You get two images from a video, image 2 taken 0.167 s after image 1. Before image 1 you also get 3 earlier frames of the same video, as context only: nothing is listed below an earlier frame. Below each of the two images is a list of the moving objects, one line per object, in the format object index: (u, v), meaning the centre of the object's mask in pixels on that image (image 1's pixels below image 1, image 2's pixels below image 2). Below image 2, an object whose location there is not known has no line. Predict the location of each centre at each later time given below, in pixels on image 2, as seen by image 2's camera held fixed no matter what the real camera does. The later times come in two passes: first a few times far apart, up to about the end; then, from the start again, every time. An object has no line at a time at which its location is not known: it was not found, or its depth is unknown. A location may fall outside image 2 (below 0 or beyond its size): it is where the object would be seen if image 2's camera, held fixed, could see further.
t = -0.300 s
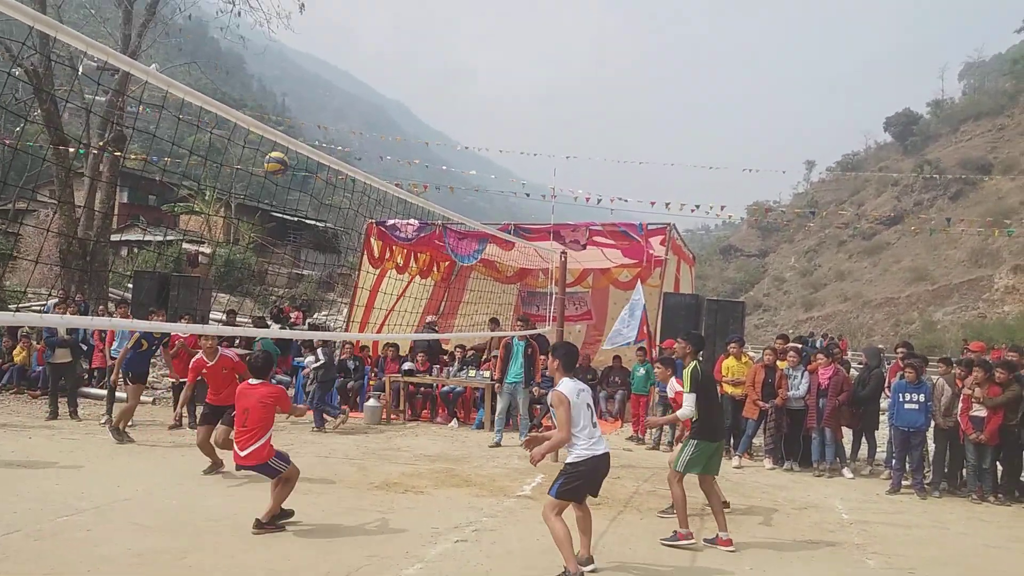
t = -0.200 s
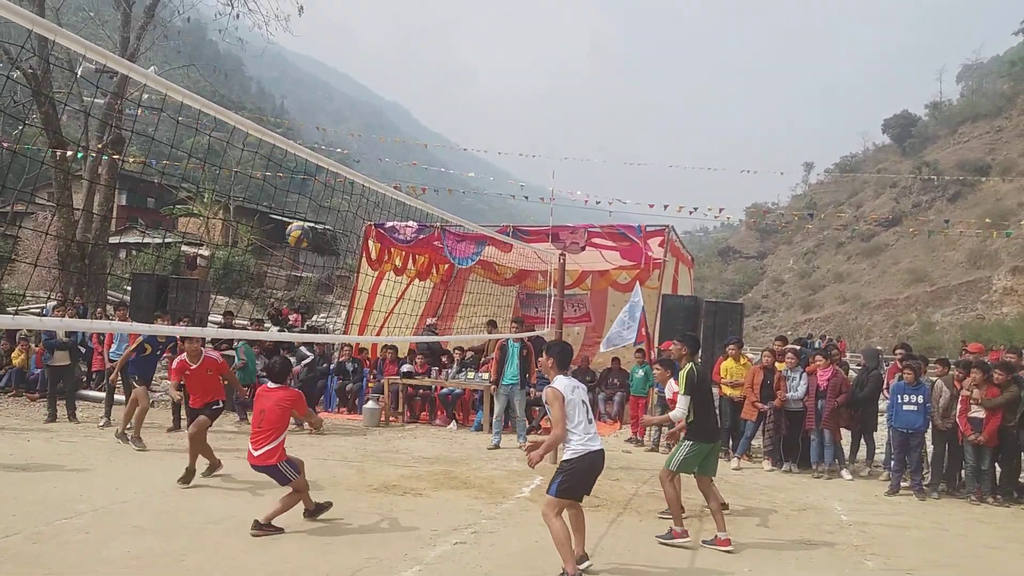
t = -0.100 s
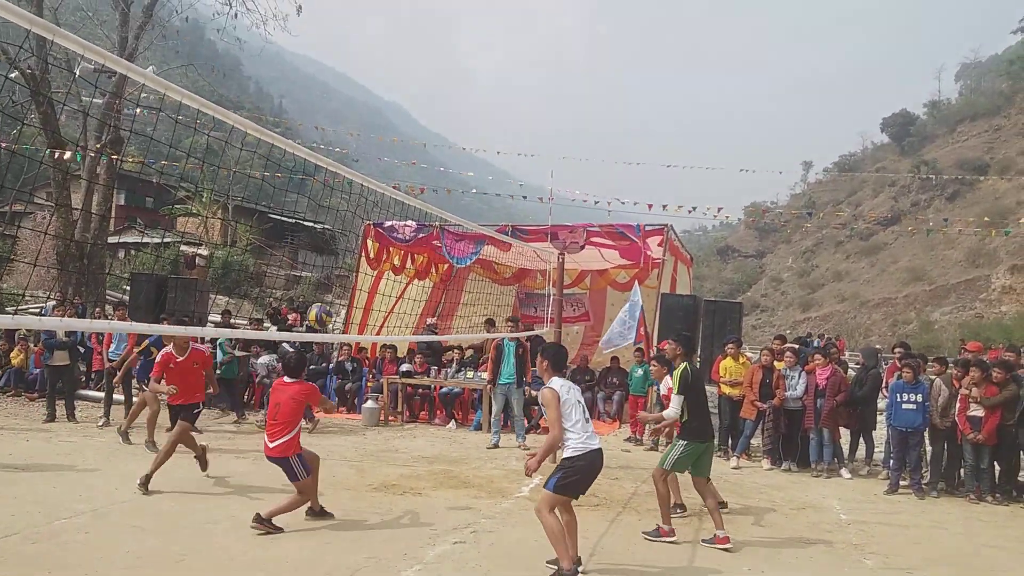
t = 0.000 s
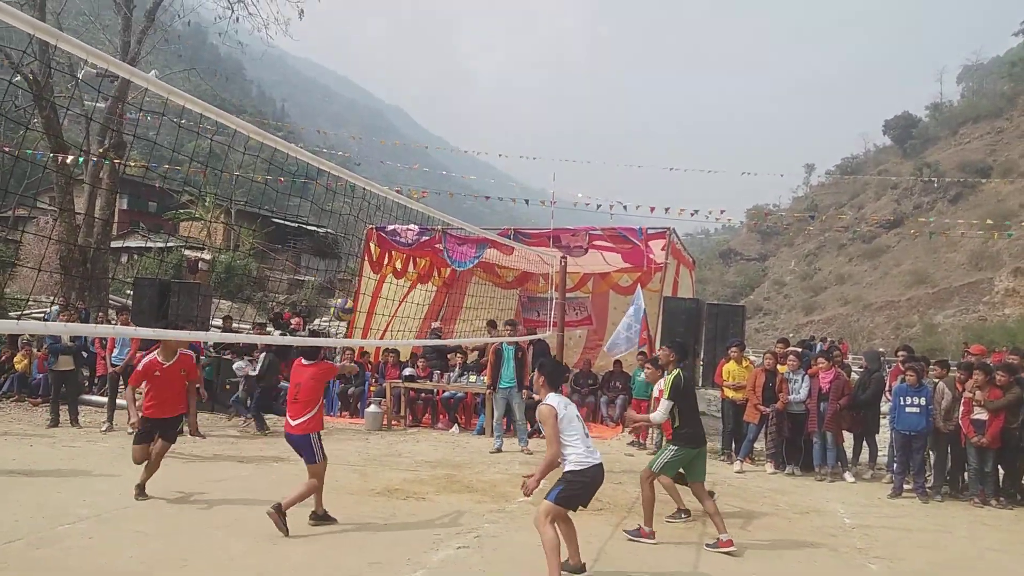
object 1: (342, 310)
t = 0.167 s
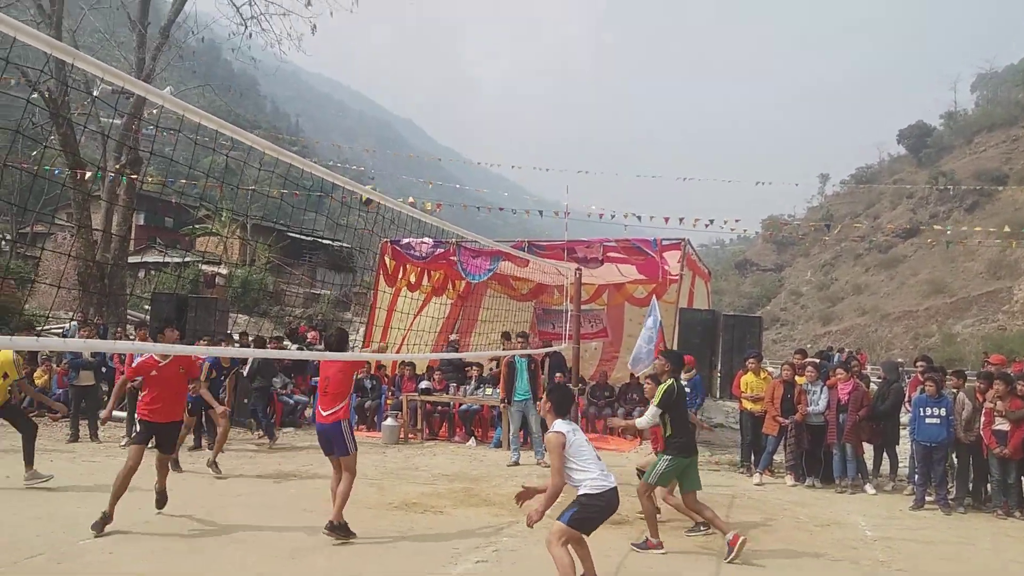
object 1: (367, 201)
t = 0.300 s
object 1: (378, 123)
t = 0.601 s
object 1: (393, 36)
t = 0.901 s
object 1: (401, 47)
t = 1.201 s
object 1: (404, 137)
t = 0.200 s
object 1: (373, 177)
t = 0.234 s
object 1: (375, 157)
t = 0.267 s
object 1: (376, 140)
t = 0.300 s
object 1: (378, 123)
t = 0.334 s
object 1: (380, 109)
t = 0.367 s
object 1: (382, 95)
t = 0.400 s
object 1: (383, 83)
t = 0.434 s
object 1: (385, 71)
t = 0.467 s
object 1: (387, 62)
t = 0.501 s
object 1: (388, 54)
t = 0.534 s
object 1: (389, 47)
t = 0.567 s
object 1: (391, 41)
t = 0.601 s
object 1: (393, 36)
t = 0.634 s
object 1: (394, 33)
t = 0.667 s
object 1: (394, 30)
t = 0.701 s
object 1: (396, 29)
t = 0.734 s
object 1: (397, 29)
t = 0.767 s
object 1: (397, 31)
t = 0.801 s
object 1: (398, 33)
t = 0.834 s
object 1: (399, 36)
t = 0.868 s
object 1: (400, 41)
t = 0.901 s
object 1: (401, 47)
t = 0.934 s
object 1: (401, 53)
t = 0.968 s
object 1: (402, 60)
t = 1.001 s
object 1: (402, 68)
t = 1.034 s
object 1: (402, 76)
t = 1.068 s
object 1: (403, 85)
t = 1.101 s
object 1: (405, 96)
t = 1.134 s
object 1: (404, 109)
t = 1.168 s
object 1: (404, 122)
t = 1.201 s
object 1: (404, 137)
